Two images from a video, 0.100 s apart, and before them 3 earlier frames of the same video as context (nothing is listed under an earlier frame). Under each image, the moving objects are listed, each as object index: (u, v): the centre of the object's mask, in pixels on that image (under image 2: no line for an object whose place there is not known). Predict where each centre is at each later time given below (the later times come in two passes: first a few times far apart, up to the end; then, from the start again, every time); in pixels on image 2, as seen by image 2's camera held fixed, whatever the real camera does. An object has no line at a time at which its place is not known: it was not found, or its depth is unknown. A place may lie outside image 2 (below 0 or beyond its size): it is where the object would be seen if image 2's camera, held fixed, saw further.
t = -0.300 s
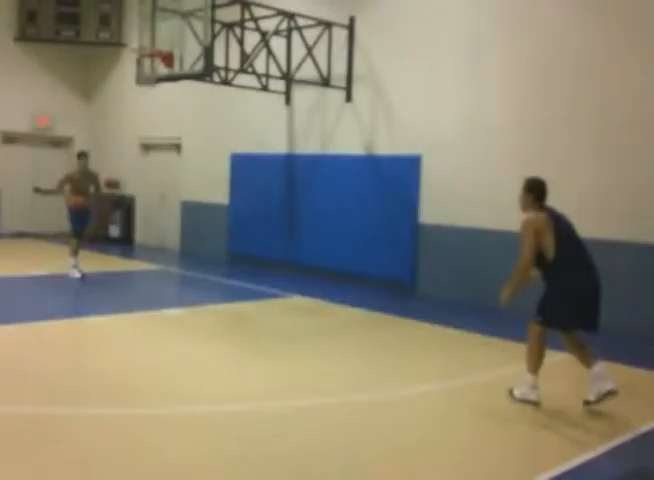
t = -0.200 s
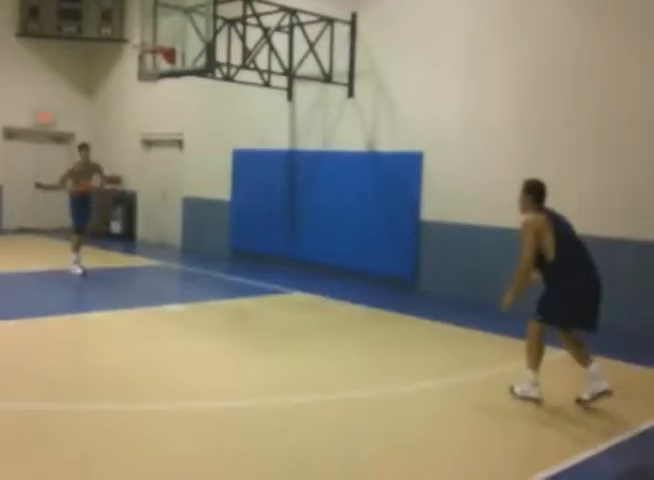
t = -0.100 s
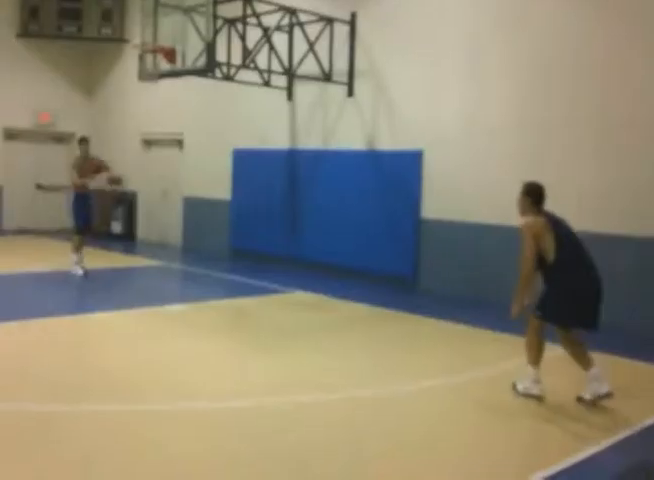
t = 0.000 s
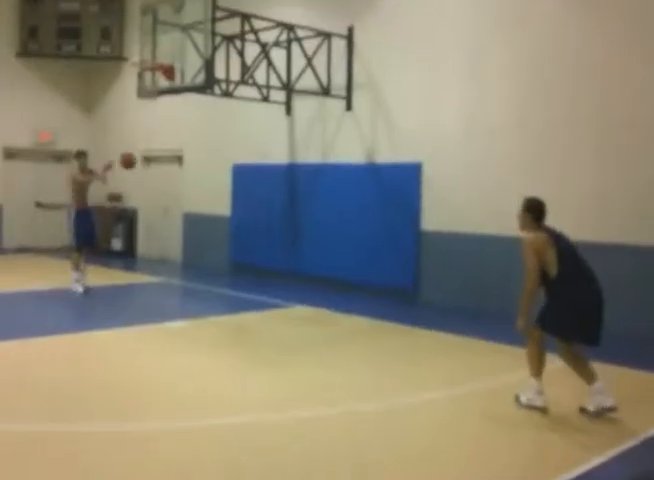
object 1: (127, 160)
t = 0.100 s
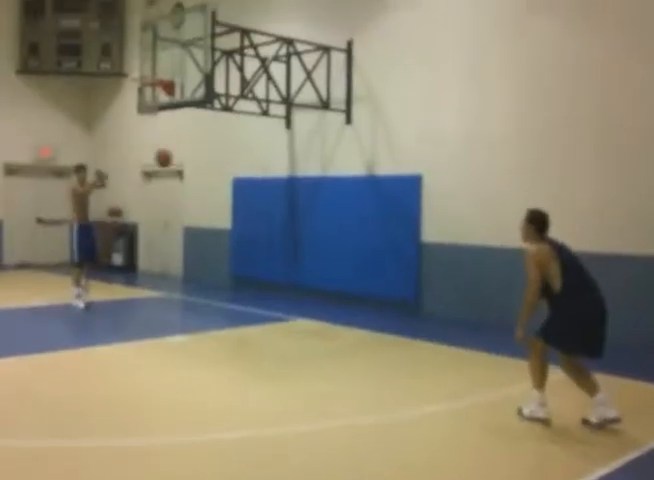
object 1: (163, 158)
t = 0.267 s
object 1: (232, 143)
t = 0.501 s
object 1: (357, 163)
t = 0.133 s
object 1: (175, 153)
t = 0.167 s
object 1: (189, 149)
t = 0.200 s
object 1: (203, 146)
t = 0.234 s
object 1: (217, 144)
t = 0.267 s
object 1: (232, 143)
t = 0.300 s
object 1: (247, 143)
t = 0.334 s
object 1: (263, 144)
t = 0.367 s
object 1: (280, 144)
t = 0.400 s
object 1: (298, 148)
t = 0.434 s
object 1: (316, 151)
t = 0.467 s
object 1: (336, 156)
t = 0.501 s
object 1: (357, 163)
